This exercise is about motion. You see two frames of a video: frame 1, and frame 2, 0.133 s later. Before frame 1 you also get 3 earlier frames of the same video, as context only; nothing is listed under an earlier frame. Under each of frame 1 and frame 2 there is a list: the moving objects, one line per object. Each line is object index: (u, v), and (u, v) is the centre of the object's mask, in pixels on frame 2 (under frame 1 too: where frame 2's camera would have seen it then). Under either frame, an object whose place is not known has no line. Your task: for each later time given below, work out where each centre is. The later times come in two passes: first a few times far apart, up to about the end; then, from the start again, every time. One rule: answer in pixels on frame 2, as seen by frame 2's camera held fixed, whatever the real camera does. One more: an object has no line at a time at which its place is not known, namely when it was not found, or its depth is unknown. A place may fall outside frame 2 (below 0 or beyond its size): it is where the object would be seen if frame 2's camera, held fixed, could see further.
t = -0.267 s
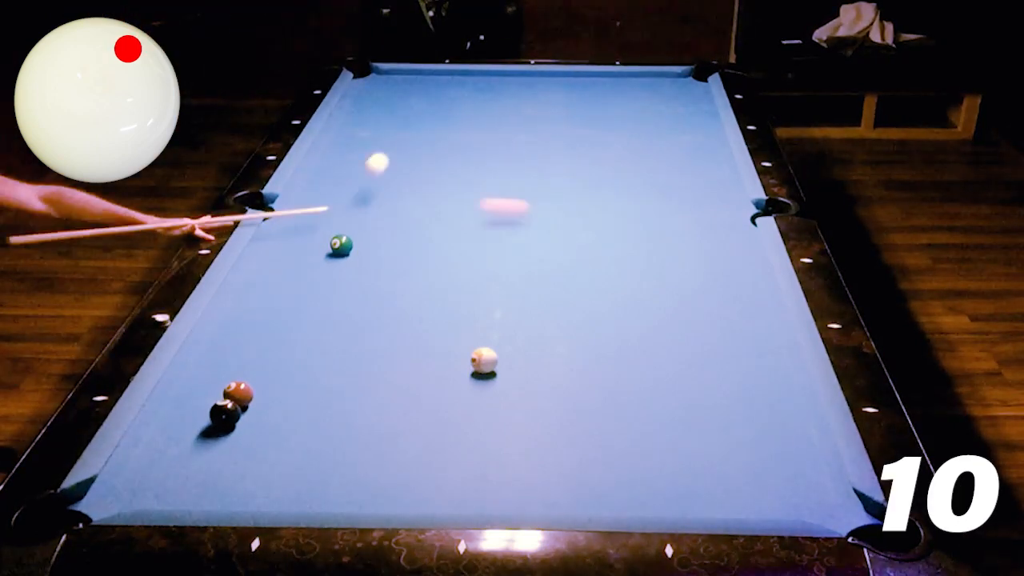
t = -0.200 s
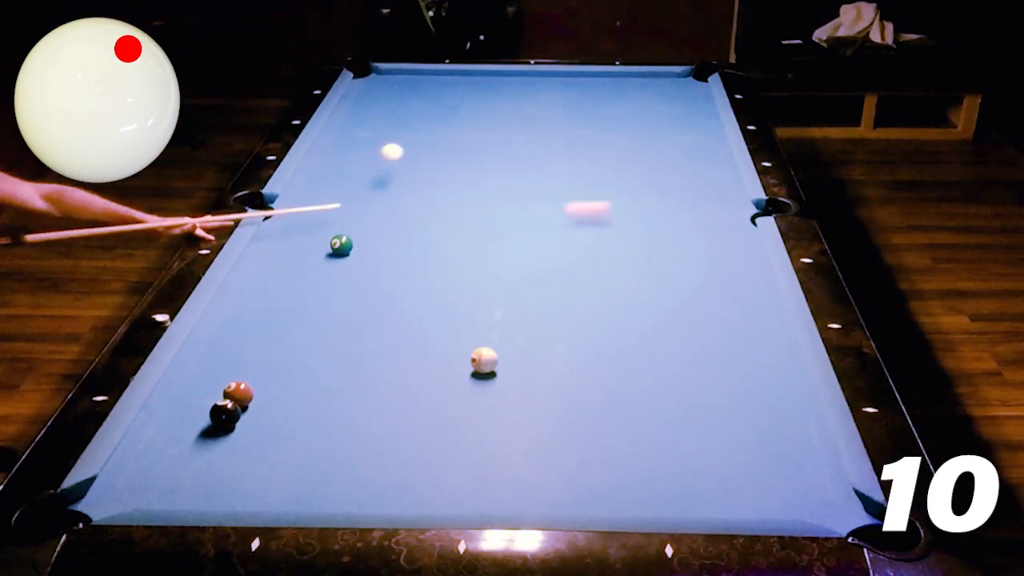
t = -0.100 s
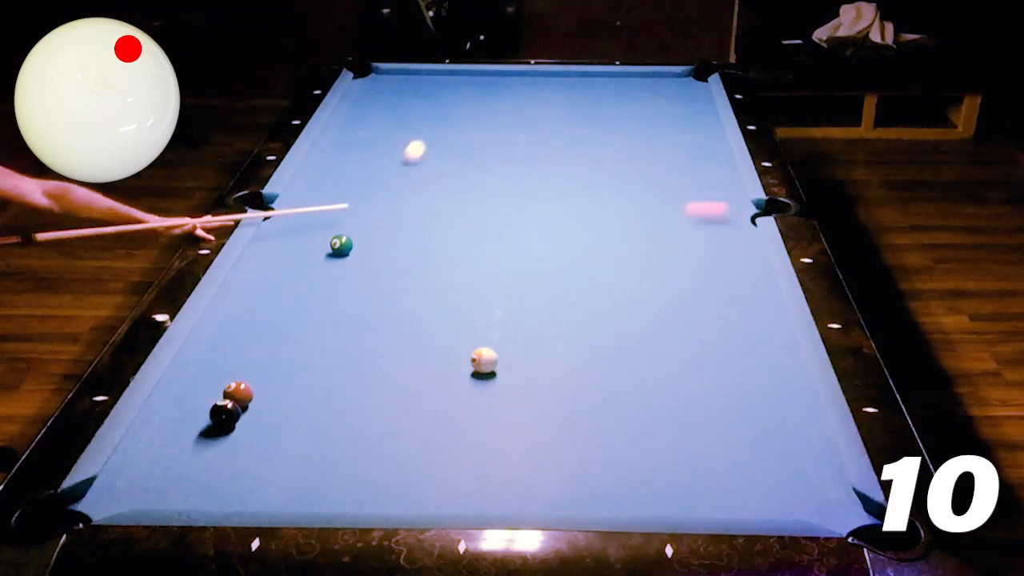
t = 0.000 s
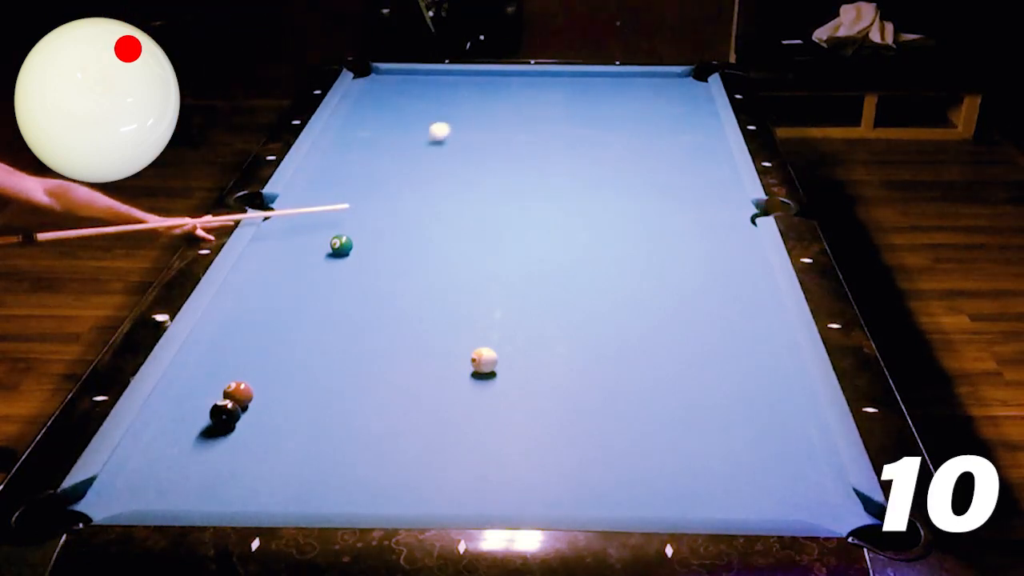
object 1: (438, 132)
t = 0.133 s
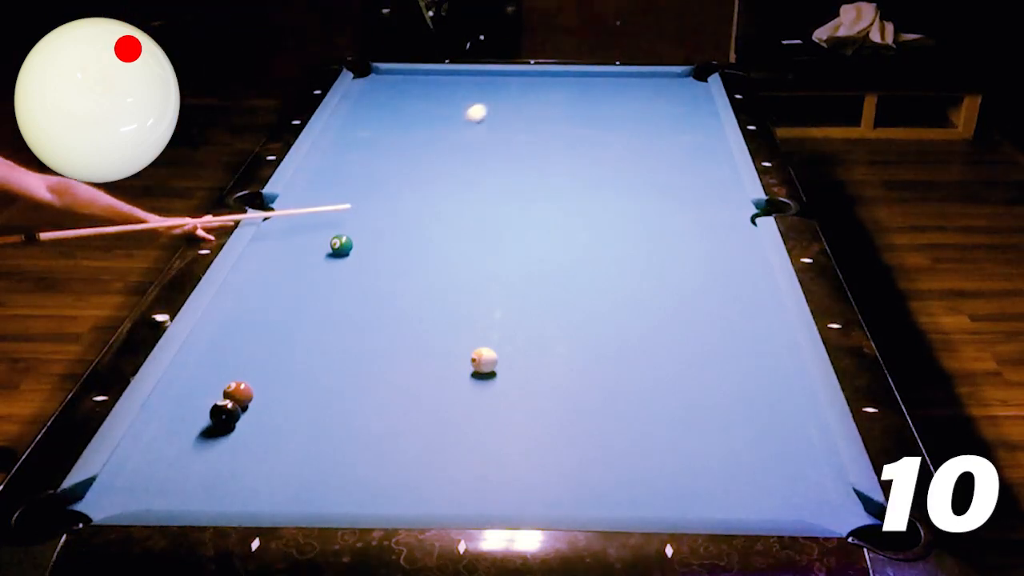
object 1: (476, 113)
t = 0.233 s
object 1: (507, 98)
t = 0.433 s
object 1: (574, 75)
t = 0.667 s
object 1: (637, 94)
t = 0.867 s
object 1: (694, 111)
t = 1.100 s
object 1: (689, 132)
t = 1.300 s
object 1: (662, 150)
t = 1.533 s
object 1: (628, 174)
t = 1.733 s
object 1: (597, 195)
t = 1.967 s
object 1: (559, 222)
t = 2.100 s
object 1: (536, 238)
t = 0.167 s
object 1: (486, 108)
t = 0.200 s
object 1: (496, 103)
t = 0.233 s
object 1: (507, 98)
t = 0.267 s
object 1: (518, 94)
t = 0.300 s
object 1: (530, 89)
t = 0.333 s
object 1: (542, 85)
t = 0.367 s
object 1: (553, 81)
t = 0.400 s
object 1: (564, 77)
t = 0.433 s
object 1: (574, 75)
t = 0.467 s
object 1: (583, 78)
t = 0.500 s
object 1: (592, 80)
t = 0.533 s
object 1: (600, 83)
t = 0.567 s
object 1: (609, 86)
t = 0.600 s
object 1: (618, 88)
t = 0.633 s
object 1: (627, 91)
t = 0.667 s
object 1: (637, 94)
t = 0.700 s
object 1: (646, 97)
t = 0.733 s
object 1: (655, 99)
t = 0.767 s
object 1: (665, 102)
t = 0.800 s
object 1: (674, 105)
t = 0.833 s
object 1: (684, 108)
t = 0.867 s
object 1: (694, 111)
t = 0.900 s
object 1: (703, 114)
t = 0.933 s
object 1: (710, 118)
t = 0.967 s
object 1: (705, 120)
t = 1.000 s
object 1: (701, 123)
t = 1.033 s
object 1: (697, 126)
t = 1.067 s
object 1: (693, 129)
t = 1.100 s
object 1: (689, 132)
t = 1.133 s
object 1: (684, 135)
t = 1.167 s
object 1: (679, 138)
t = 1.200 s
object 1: (675, 141)
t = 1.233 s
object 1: (670, 144)
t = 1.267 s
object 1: (666, 148)
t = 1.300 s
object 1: (662, 150)
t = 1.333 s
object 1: (657, 154)
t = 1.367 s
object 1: (652, 157)
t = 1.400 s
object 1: (647, 160)
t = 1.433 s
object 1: (643, 164)
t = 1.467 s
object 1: (638, 167)
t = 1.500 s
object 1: (633, 170)
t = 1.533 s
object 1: (628, 174)
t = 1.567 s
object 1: (623, 177)
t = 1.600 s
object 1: (618, 181)
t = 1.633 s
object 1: (613, 184)
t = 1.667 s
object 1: (608, 188)
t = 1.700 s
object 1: (603, 191)
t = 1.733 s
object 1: (597, 195)
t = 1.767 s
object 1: (592, 199)
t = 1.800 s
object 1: (587, 203)
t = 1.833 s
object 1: (581, 207)
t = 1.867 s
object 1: (575, 210)
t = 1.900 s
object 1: (570, 214)
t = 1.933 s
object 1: (564, 218)
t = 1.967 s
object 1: (559, 222)
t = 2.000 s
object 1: (553, 226)
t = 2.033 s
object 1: (548, 230)
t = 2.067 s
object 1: (541, 234)
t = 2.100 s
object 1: (536, 238)
